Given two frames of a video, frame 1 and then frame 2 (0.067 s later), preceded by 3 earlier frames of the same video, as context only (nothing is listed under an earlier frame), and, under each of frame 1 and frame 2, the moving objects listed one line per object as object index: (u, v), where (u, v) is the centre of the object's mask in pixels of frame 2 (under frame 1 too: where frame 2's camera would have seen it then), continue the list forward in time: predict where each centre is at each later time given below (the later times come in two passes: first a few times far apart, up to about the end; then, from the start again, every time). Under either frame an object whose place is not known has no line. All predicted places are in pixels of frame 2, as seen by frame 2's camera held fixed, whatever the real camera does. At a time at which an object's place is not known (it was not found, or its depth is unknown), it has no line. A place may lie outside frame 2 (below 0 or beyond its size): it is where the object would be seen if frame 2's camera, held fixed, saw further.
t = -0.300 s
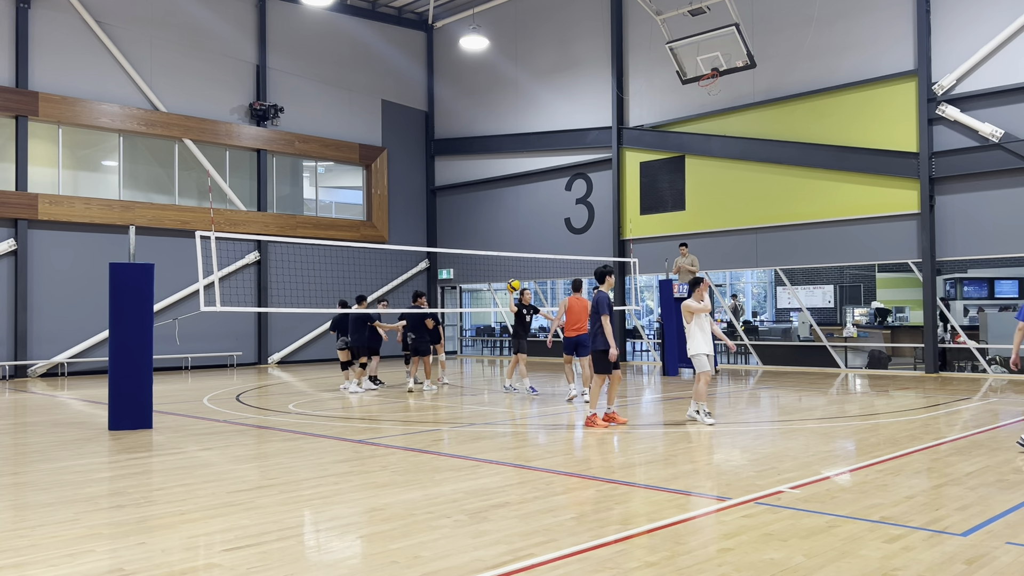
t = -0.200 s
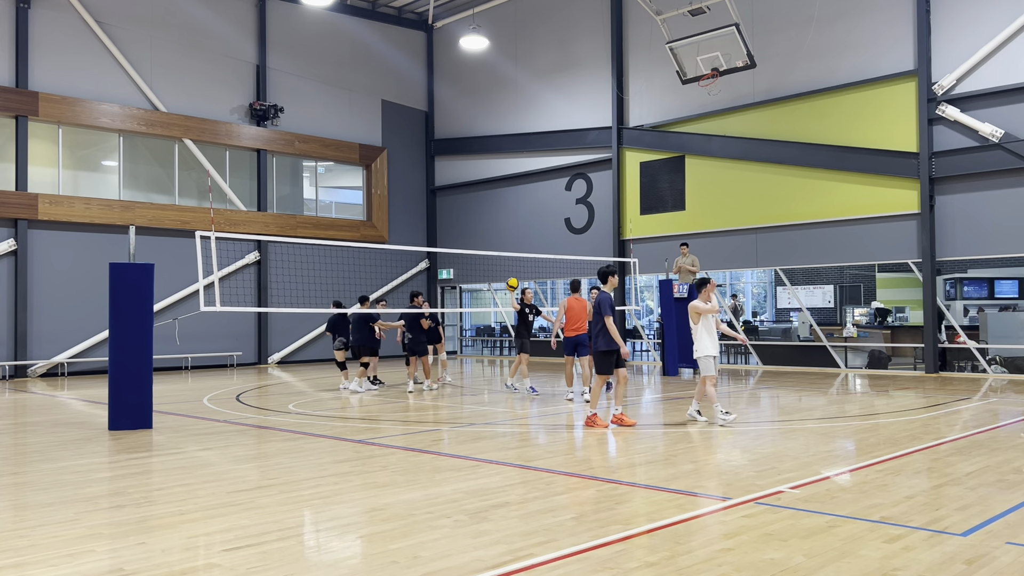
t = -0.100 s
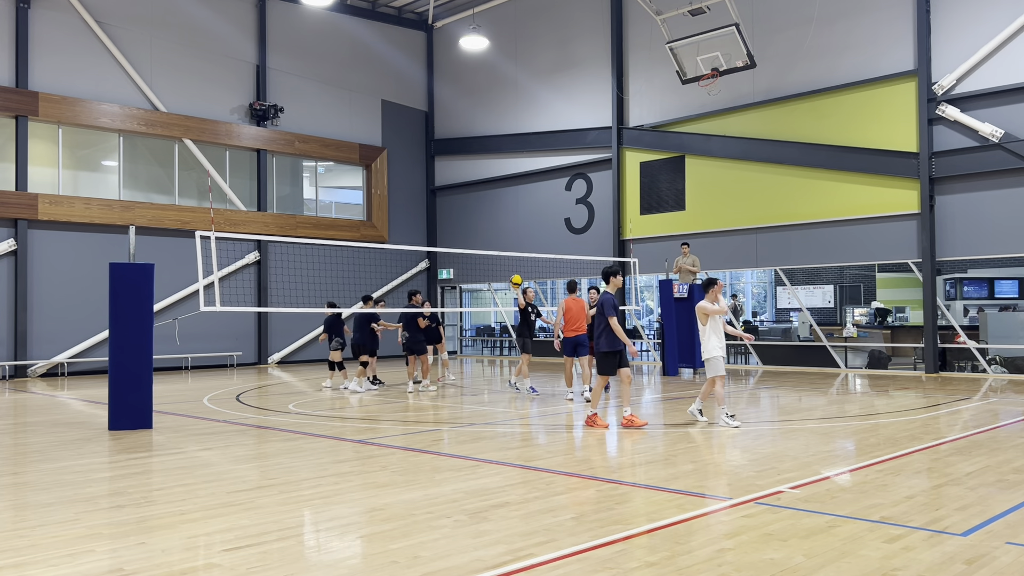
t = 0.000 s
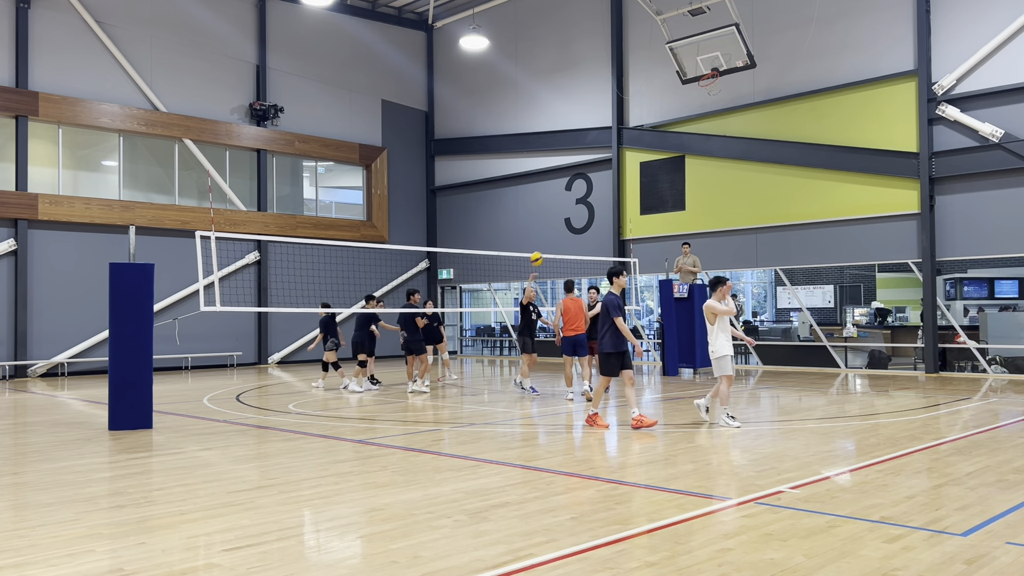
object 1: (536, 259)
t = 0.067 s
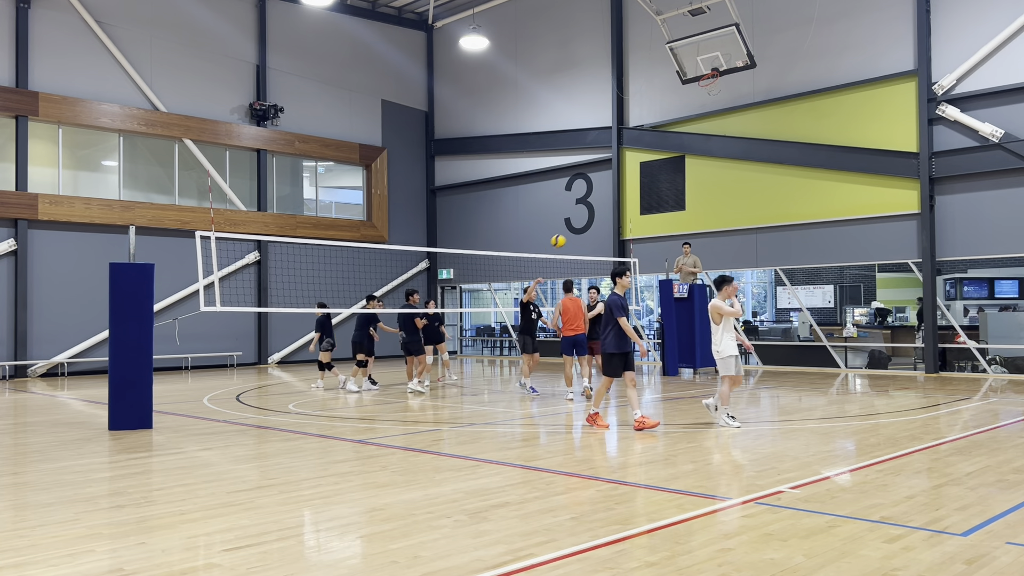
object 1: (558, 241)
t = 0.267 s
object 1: (627, 202)
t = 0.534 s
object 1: (734, 186)
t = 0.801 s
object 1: (859, 223)
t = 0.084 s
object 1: (563, 237)
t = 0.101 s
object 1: (569, 233)
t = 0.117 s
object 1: (575, 229)
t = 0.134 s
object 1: (579, 226)
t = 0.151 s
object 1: (586, 223)
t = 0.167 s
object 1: (592, 219)
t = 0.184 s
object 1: (597, 216)
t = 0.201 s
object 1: (604, 213)
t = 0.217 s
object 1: (610, 210)
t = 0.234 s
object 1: (616, 207)
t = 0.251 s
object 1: (622, 205)
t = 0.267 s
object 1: (627, 202)
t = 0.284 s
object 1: (635, 200)
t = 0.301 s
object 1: (641, 197)
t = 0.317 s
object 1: (647, 196)
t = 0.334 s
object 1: (653, 194)
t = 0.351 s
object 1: (659, 192)
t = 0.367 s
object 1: (666, 191)
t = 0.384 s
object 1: (672, 190)
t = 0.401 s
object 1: (678, 188)
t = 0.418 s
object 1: (685, 187)
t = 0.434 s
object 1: (692, 187)
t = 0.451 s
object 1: (699, 186)
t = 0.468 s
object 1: (706, 185)
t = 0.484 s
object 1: (713, 185)
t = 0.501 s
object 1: (720, 185)
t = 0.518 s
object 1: (726, 186)
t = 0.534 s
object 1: (734, 186)
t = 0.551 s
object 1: (741, 187)
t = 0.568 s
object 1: (748, 188)
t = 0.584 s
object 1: (755, 188)
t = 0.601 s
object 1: (763, 190)
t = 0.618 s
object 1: (770, 191)
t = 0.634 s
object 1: (778, 193)
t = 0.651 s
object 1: (786, 195)
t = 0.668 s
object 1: (794, 197)
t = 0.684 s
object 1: (802, 199)
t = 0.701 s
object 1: (809, 202)
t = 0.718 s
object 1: (817, 205)
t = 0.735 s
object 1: (826, 207)
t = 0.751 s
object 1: (834, 211)
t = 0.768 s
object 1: (842, 215)
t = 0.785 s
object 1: (850, 219)
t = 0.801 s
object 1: (859, 223)
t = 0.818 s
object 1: (867, 227)
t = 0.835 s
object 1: (875, 231)
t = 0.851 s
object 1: (884, 236)
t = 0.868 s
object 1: (893, 242)
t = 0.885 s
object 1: (901, 247)
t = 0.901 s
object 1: (910, 252)
